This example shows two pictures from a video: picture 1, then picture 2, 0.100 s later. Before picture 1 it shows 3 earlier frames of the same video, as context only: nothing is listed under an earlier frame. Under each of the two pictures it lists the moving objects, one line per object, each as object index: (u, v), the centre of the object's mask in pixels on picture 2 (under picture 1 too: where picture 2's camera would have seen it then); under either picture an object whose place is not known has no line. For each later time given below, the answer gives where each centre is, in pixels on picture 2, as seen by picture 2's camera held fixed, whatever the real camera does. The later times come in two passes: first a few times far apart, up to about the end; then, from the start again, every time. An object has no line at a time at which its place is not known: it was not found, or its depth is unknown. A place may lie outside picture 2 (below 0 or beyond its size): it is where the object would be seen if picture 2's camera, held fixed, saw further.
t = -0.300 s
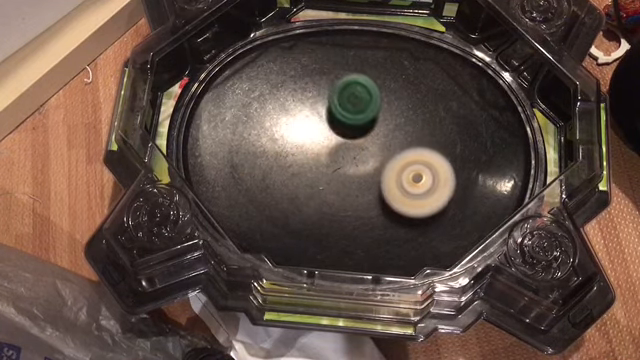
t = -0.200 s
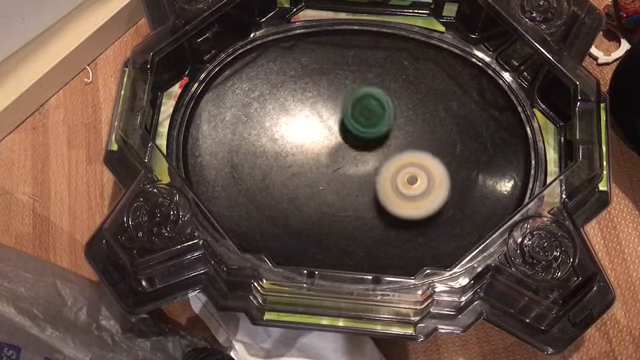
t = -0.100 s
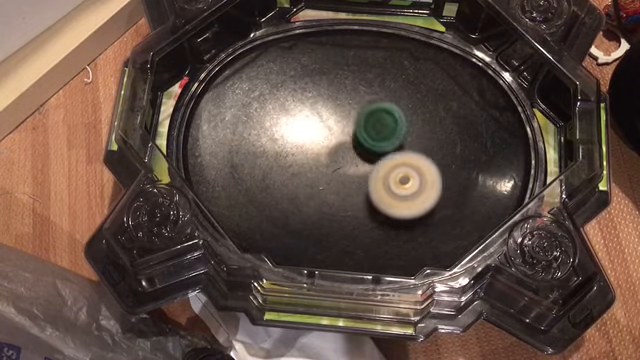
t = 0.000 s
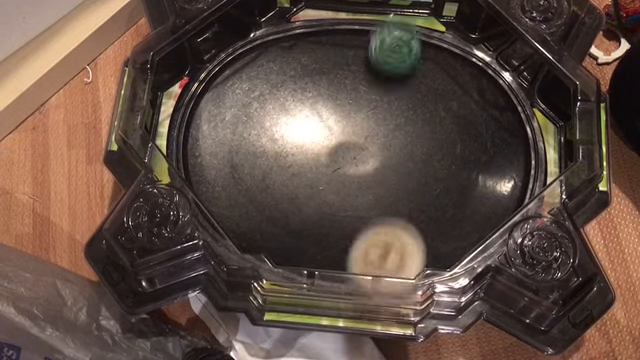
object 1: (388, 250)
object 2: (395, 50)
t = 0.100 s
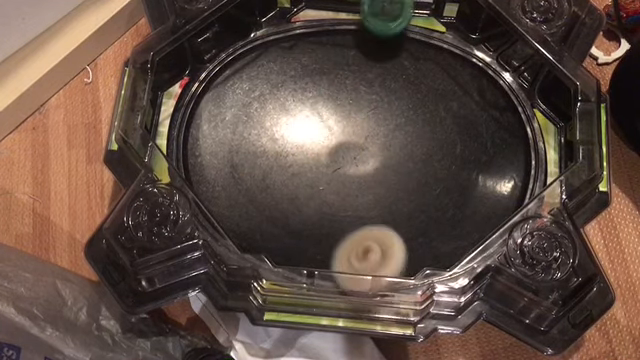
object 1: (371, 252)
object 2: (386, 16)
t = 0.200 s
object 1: (361, 239)
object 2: (372, 30)
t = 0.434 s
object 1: (325, 229)
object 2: (341, 122)
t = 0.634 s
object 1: (255, 214)
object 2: (377, 146)
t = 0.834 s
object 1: (211, 184)
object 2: (456, 102)
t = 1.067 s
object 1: (216, 125)
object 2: (431, 102)
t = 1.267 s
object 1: (257, 87)
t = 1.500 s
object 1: (325, 71)
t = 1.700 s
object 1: (394, 43)
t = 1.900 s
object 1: (413, 61)
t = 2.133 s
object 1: (418, 91)
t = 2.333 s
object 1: (406, 123)
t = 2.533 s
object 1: (381, 150)
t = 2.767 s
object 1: (366, 174)
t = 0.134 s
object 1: (367, 248)
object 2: (379, 21)
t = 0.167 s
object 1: (364, 243)
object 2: (375, 24)
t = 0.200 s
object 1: (361, 239)
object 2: (372, 30)
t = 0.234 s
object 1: (358, 236)
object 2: (368, 40)
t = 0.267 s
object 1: (354, 234)
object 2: (363, 51)
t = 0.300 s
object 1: (350, 235)
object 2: (358, 63)
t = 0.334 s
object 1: (343, 235)
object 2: (353, 78)
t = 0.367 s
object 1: (337, 234)
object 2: (348, 95)
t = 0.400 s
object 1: (331, 232)
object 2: (344, 109)
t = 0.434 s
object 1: (325, 229)
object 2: (341, 122)
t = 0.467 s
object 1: (319, 225)
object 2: (339, 135)
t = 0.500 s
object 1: (312, 221)
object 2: (337, 145)
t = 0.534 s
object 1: (306, 215)
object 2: (336, 155)
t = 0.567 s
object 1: (299, 210)
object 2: (333, 161)
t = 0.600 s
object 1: (276, 212)
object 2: (355, 156)
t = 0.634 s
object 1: (255, 214)
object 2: (377, 146)
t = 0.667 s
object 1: (234, 215)
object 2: (399, 137)
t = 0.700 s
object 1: (223, 211)
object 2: (420, 124)
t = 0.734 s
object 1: (217, 204)
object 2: (433, 116)
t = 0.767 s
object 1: (216, 199)
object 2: (446, 110)
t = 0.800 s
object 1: (213, 192)
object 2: (453, 105)
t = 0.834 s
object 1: (211, 184)
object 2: (456, 102)
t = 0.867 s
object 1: (208, 175)
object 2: (455, 99)
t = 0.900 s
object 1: (208, 166)
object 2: (453, 98)
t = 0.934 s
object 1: (207, 158)
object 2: (449, 98)
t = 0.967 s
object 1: (207, 150)
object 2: (446, 97)
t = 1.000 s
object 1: (209, 141)
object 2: (442, 98)
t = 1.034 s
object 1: (211, 133)
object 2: (436, 100)
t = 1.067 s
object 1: (216, 125)
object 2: (431, 102)
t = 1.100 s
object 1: (221, 117)
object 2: (425, 105)
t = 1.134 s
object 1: (226, 109)
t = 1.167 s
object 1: (233, 103)
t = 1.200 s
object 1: (240, 97)
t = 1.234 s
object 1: (248, 92)
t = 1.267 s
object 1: (257, 87)
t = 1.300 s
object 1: (265, 84)
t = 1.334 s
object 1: (275, 81)
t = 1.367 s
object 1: (285, 80)
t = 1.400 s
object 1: (294, 78)
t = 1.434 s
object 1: (303, 80)
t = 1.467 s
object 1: (313, 80)
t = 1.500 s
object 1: (325, 71)
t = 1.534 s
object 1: (335, 58)
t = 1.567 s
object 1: (348, 49)
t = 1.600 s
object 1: (361, 41)
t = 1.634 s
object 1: (373, 38)
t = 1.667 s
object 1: (384, 39)
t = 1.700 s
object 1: (394, 43)
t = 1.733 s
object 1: (403, 49)
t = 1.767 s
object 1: (409, 54)
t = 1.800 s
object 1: (411, 58)
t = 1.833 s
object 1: (411, 61)
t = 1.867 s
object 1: (411, 61)
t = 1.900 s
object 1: (413, 61)
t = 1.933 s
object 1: (415, 63)
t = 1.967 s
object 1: (417, 65)
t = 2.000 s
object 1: (419, 70)
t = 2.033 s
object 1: (420, 74)
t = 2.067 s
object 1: (420, 80)
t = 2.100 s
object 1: (420, 85)
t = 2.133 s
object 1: (418, 91)
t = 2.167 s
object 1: (417, 96)
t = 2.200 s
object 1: (413, 102)
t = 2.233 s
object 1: (410, 107)
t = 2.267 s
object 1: (411, 113)
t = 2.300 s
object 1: (410, 118)
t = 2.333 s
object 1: (406, 123)
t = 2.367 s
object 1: (400, 126)
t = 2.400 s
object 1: (397, 129)
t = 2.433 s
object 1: (391, 134)
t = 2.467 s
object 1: (389, 140)
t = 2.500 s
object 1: (387, 147)
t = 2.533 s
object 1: (381, 150)
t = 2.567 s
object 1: (378, 155)
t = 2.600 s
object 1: (375, 160)
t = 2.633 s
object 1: (375, 164)
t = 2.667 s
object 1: (373, 167)
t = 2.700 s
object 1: (370, 172)
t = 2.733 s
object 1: (368, 173)
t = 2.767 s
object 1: (366, 174)
